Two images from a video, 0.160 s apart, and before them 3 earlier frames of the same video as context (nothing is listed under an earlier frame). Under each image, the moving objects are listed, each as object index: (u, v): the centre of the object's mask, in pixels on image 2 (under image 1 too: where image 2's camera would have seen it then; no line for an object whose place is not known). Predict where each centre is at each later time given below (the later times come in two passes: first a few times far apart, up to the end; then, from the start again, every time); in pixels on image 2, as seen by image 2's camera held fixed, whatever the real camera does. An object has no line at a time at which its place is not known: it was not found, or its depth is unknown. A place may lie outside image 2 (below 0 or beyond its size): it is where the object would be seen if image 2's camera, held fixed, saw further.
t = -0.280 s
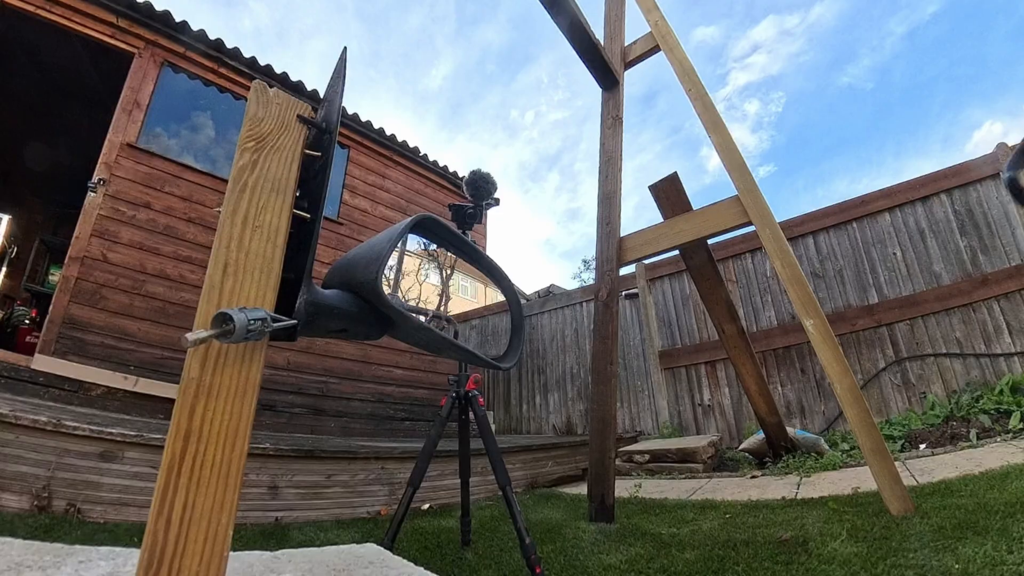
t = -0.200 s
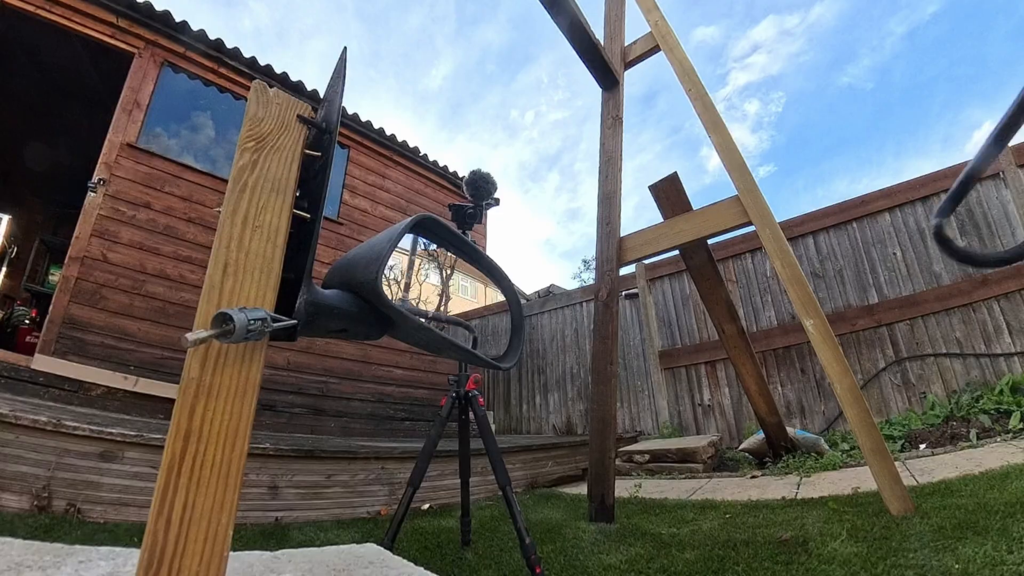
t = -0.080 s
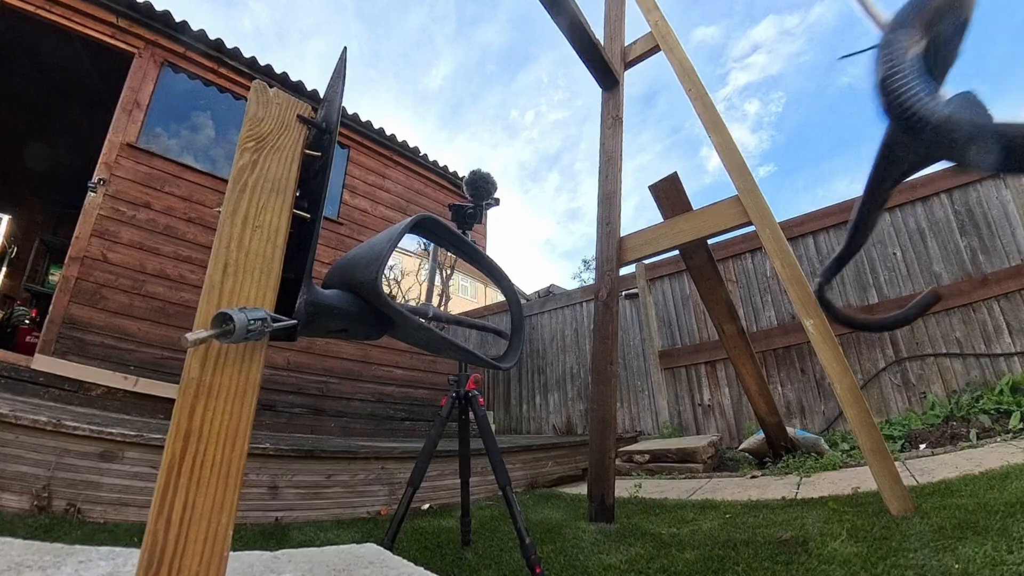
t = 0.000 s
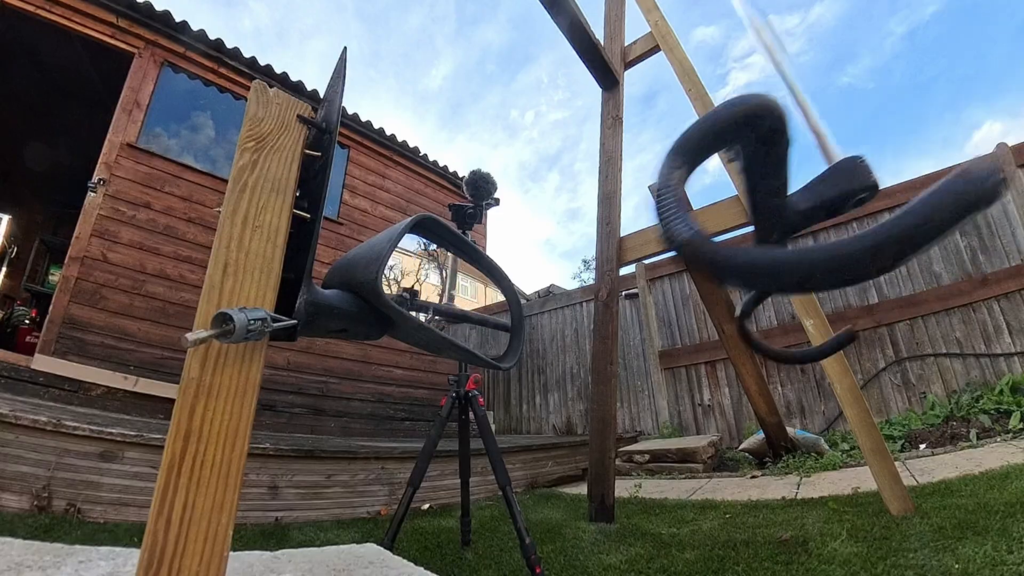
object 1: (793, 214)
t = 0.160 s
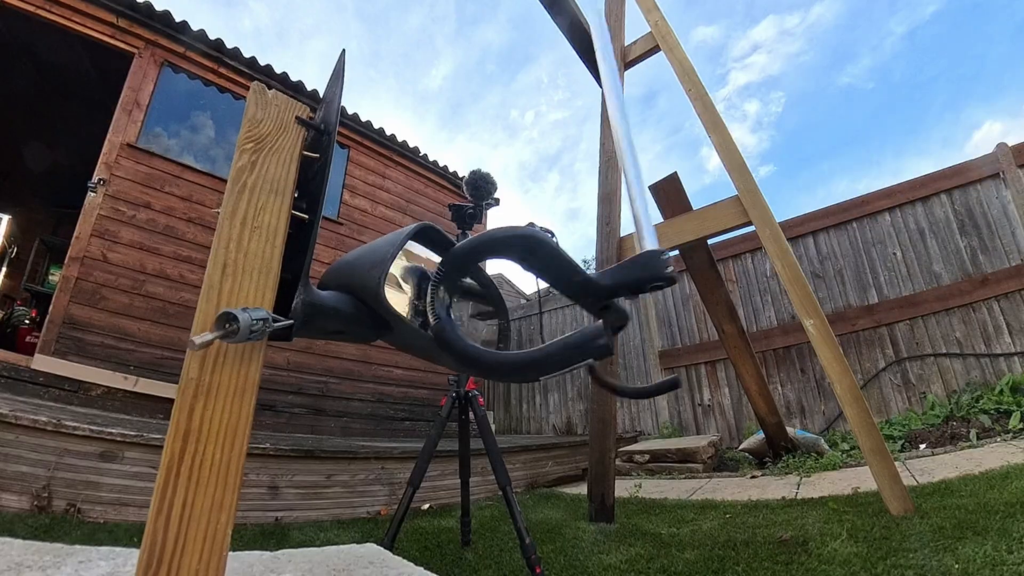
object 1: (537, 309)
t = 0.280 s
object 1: (514, 319)
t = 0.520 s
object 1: (523, 330)
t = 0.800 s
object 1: (561, 318)
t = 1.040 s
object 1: (639, 296)
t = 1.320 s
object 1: (718, 266)
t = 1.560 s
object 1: (782, 231)
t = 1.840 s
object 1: (842, 152)
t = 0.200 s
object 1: (523, 313)
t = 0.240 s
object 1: (517, 316)
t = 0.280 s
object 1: (514, 319)
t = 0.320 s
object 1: (515, 325)
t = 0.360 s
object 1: (520, 331)
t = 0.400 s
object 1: (517, 331)
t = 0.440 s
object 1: (516, 331)
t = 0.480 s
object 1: (518, 330)
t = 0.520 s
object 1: (523, 330)
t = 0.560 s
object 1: (522, 327)
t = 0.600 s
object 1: (522, 325)
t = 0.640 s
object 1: (523, 322)
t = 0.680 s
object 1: (527, 322)
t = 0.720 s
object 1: (538, 322)
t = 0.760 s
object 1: (551, 321)
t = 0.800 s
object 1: (561, 318)
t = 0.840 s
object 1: (571, 311)
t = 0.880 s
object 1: (586, 310)
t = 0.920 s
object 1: (598, 306)
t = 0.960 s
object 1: (615, 304)
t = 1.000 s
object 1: (630, 299)
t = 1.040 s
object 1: (639, 296)
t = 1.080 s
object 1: (653, 291)
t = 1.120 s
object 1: (667, 290)
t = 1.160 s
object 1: (678, 286)
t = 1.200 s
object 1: (687, 277)
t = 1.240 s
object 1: (695, 269)
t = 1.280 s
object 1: (705, 266)
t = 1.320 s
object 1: (718, 266)
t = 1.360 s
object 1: (729, 260)
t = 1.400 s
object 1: (738, 251)
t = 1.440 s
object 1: (746, 242)
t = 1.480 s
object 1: (757, 238)
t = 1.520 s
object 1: (771, 237)
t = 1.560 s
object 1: (782, 231)
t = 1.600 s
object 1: (792, 221)
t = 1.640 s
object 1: (804, 211)
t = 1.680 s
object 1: (818, 198)
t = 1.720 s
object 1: (812, 205)
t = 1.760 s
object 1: (816, 197)
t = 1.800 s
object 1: (828, 163)
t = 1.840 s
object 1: (842, 152)
